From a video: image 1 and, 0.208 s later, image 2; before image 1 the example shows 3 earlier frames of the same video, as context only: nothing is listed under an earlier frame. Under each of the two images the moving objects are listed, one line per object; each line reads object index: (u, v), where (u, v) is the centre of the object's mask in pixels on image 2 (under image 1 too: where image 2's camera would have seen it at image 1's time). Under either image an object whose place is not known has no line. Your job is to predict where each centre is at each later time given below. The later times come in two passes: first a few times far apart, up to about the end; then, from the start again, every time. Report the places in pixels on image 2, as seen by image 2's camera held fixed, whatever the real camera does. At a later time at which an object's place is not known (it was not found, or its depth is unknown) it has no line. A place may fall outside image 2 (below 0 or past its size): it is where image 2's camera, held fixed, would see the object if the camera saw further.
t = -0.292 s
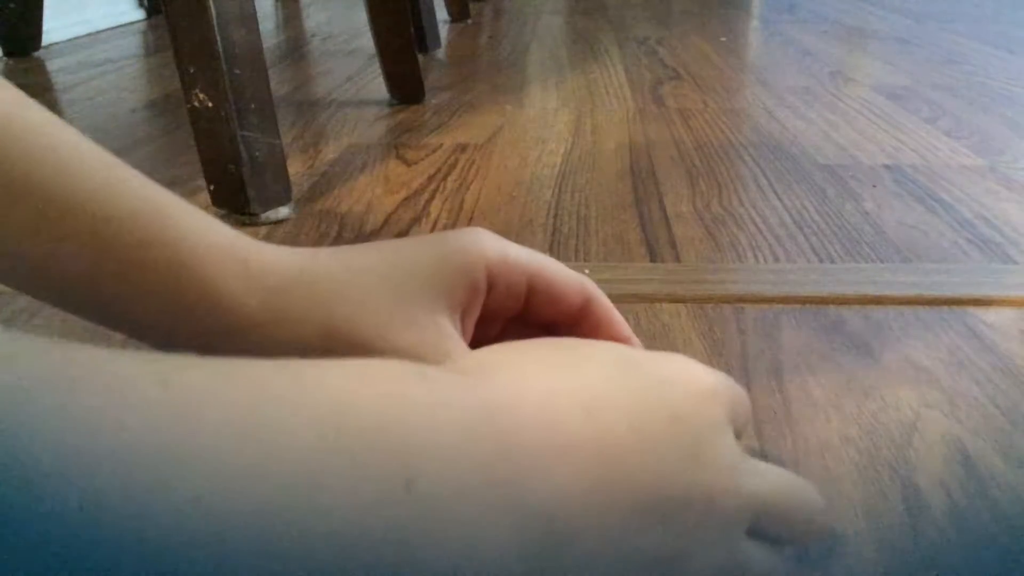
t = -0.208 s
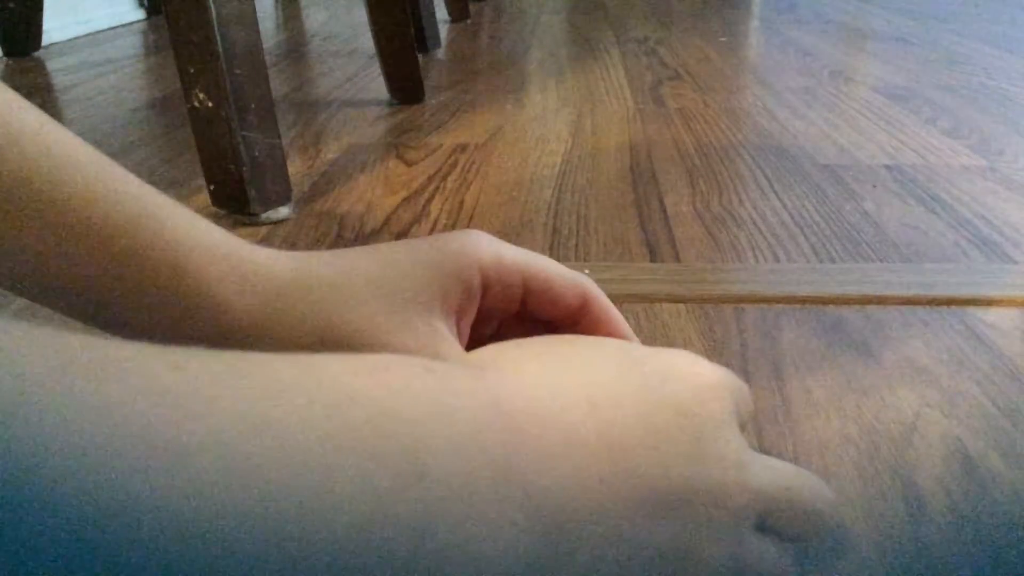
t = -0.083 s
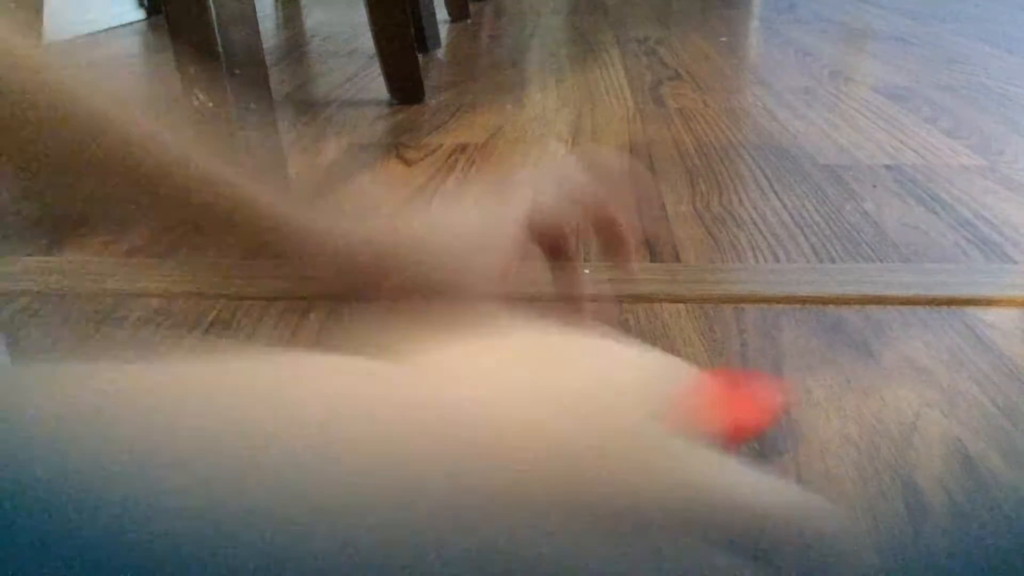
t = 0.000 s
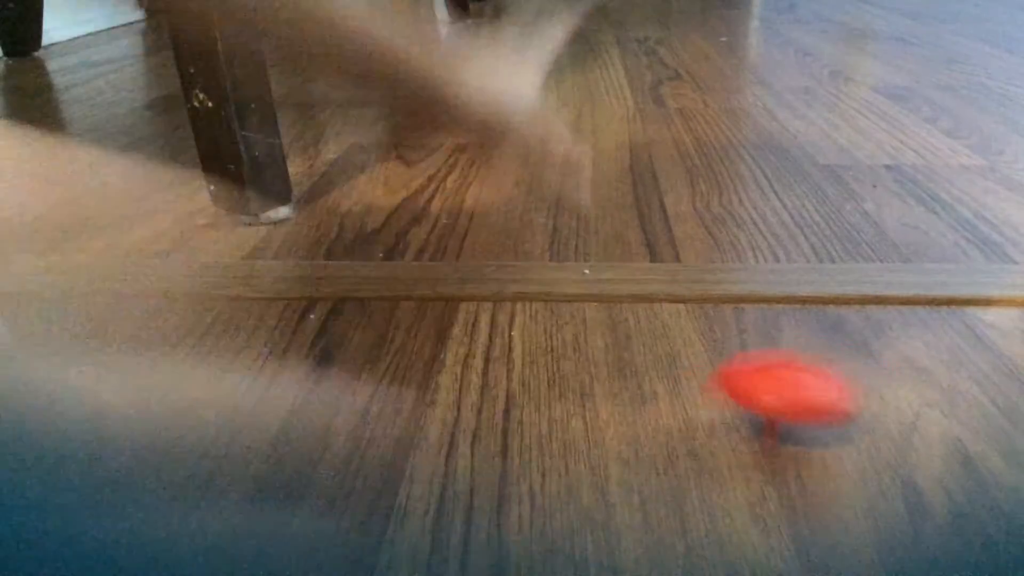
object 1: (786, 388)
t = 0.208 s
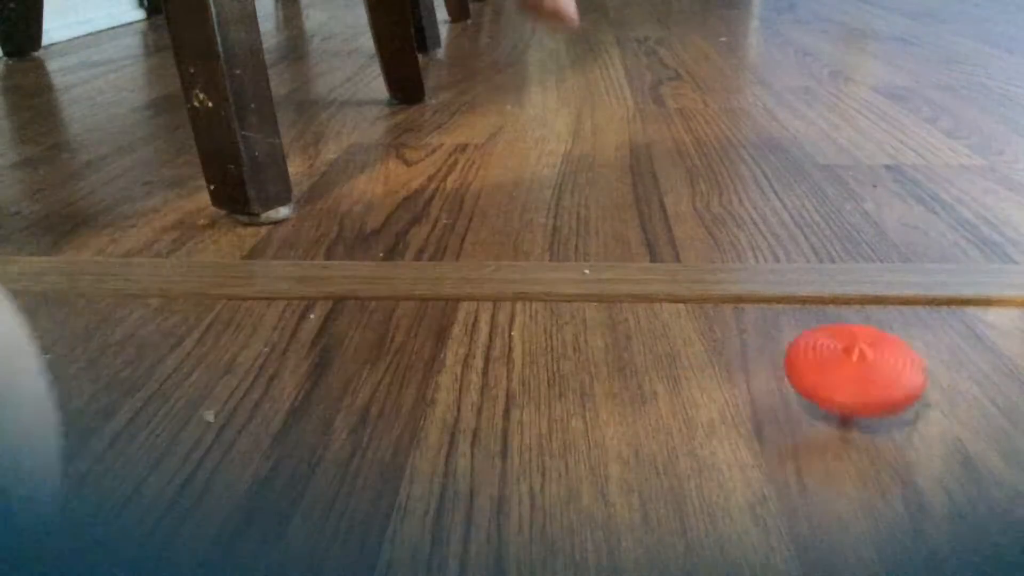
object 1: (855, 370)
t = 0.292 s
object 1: (871, 370)
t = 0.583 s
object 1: (937, 384)
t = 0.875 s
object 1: (957, 417)
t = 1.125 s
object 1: (938, 433)
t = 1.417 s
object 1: (897, 439)
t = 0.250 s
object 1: (863, 369)
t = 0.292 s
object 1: (871, 370)
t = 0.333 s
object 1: (879, 369)
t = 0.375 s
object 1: (887, 369)
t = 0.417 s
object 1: (898, 370)
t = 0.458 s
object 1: (906, 372)
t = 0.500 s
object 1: (918, 375)
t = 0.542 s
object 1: (928, 381)
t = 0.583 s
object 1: (937, 384)
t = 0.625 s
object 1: (944, 390)
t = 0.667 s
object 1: (949, 393)
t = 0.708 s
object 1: (952, 398)
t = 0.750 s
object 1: (955, 401)
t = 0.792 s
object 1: (957, 408)
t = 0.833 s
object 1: (957, 412)
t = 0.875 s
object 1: (957, 417)
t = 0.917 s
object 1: (954, 420)
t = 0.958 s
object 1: (954, 424)
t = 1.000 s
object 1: (950, 427)
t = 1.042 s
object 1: (948, 430)
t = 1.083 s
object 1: (944, 432)
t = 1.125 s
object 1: (938, 433)
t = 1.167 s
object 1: (934, 437)
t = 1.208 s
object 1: (927, 436)
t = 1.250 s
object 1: (923, 438)
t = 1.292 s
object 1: (916, 438)
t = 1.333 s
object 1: (910, 438)
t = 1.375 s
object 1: (902, 439)
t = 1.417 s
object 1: (897, 439)
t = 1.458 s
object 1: (893, 439)
